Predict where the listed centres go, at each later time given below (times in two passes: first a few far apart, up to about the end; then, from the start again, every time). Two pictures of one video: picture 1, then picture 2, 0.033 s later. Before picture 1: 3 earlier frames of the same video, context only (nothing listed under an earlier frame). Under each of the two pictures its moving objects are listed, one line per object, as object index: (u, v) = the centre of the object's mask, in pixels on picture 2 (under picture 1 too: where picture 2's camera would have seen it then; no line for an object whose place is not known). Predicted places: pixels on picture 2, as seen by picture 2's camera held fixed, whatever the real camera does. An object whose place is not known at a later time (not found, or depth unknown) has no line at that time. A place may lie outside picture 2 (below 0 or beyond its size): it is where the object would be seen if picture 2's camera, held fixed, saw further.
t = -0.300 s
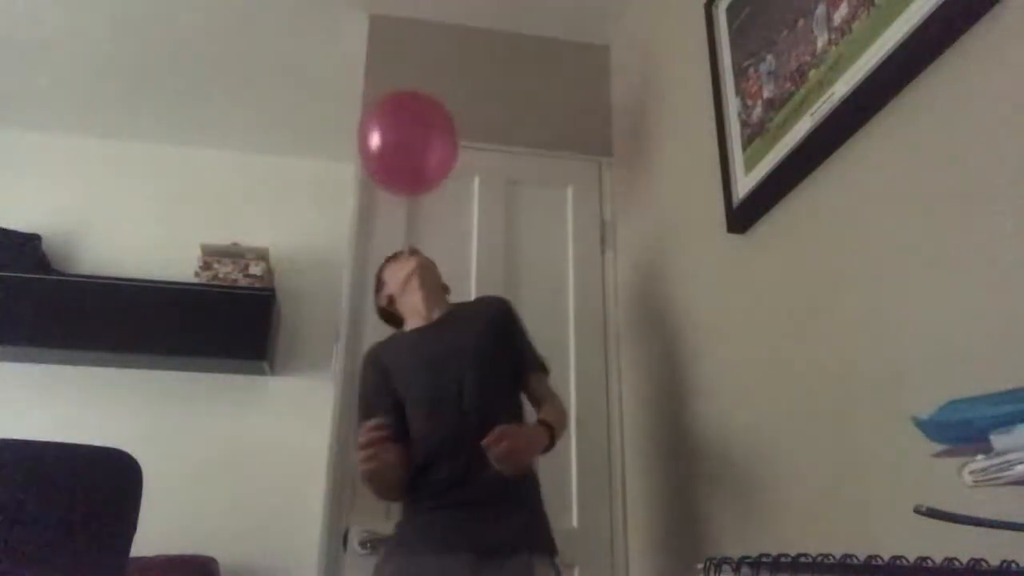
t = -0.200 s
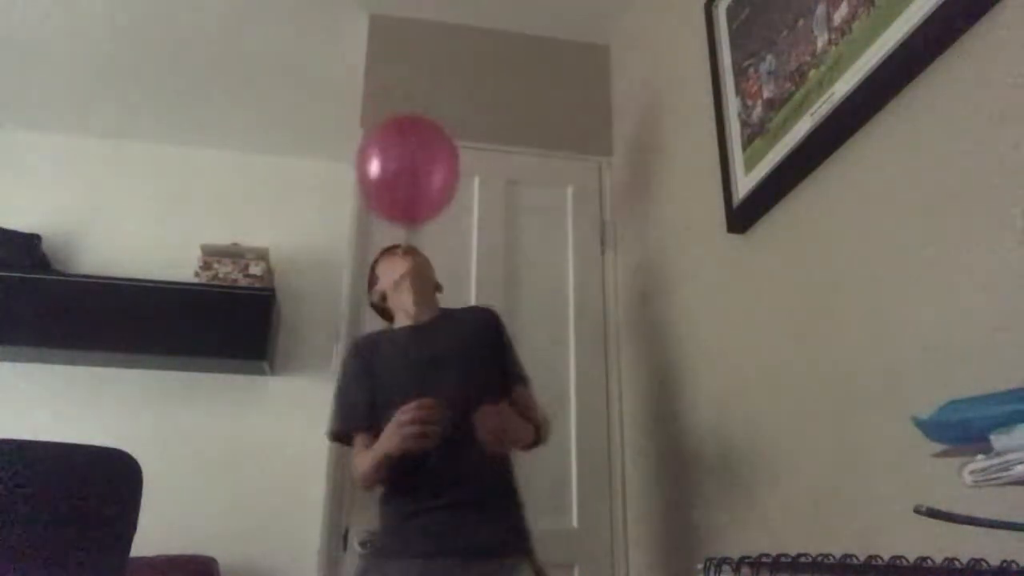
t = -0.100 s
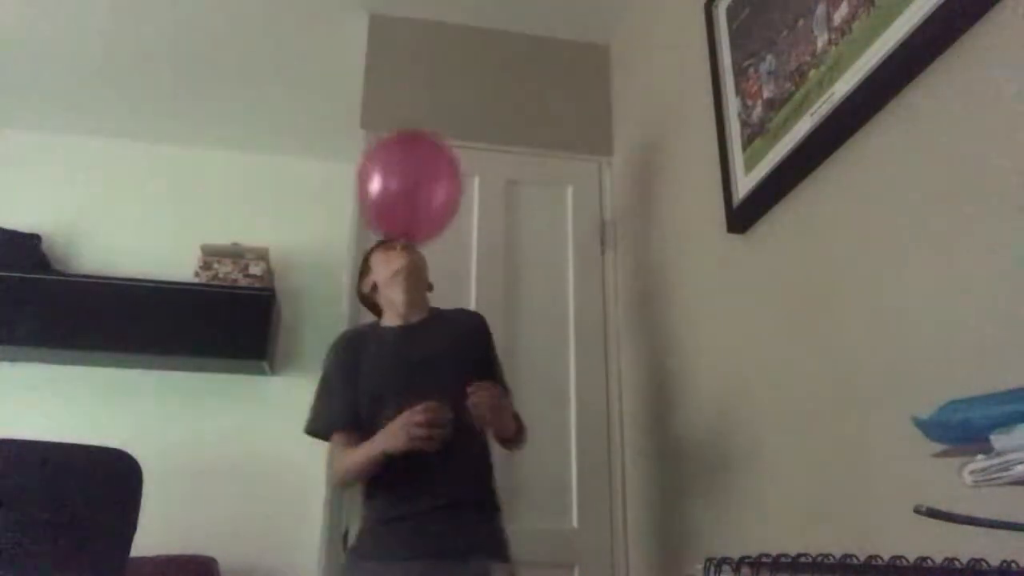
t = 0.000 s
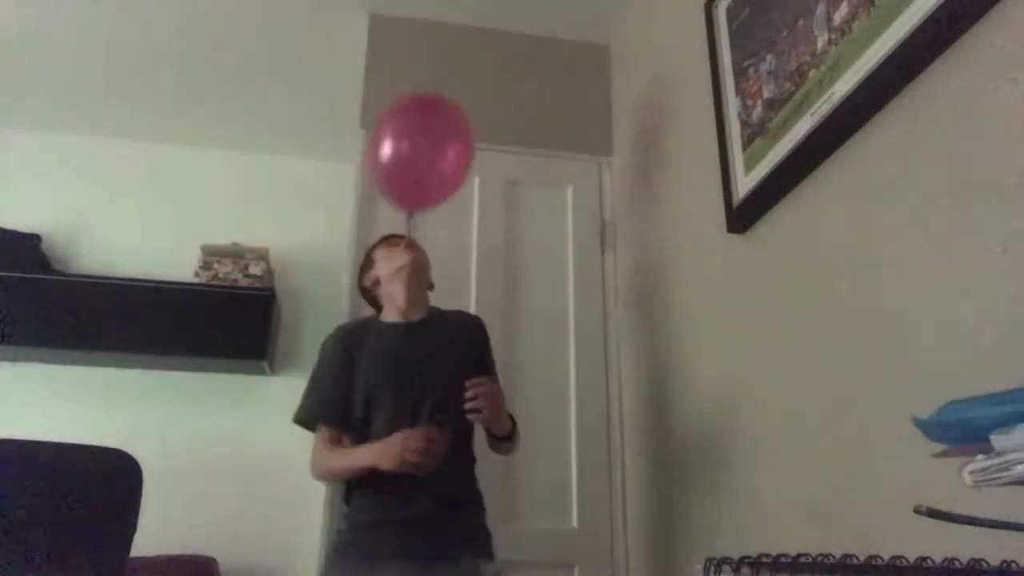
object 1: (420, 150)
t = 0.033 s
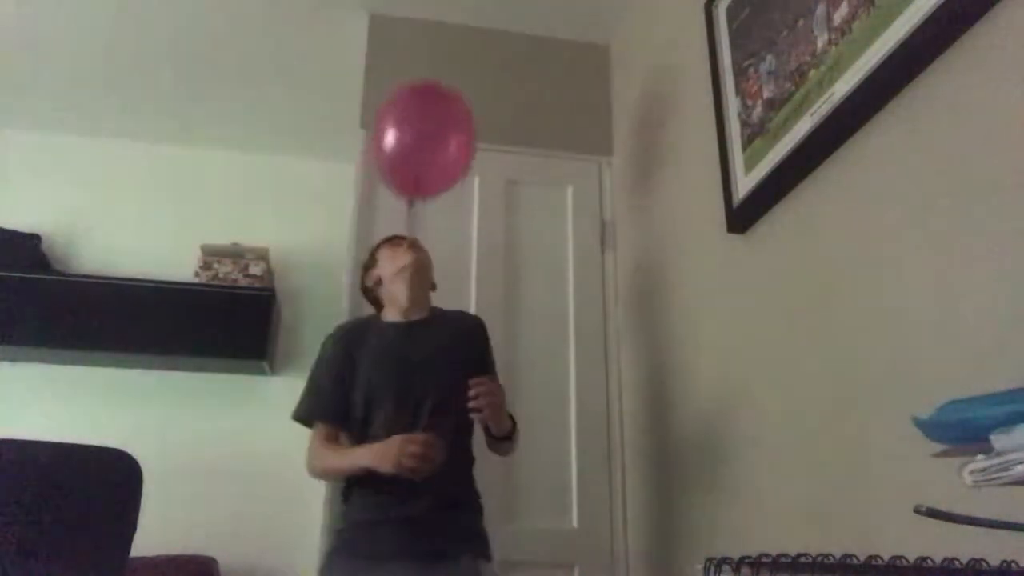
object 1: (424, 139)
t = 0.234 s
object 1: (439, 88)
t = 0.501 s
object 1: (454, 57)
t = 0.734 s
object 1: (465, 51)
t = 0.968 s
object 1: (474, 70)
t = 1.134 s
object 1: (481, 99)
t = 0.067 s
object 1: (426, 129)
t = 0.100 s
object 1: (429, 120)
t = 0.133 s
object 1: (432, 112)
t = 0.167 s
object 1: (433, 103)
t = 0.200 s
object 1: (436, 96)
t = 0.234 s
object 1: (439, 88)
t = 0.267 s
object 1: (441, 83)
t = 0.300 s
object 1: (443, 77)
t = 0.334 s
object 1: (444, 73)
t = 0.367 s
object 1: (446, 68)
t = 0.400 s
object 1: (448, 64)
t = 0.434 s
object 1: (450, 62)
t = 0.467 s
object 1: (452, 60)
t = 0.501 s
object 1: (454, 57)
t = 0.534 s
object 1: (456, 56)
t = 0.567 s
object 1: (457, 54)
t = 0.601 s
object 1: (460, 53)
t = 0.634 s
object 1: (460, 52)
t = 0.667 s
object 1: (462, 51)
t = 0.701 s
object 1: (464, 50)
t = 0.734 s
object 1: (465, 51)
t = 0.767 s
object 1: (467, 51)
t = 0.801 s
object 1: (467, 52)
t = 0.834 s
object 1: (468, 54)
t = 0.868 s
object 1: (470, 57)
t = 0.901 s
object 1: (471, 61)
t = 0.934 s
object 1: (472, 65)
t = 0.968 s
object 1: (474, 70)
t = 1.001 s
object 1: (475, 74)
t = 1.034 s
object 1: (476, 78)
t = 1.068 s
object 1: (478, 84)
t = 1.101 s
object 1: (479, 91)
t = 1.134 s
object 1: (481, 99)
